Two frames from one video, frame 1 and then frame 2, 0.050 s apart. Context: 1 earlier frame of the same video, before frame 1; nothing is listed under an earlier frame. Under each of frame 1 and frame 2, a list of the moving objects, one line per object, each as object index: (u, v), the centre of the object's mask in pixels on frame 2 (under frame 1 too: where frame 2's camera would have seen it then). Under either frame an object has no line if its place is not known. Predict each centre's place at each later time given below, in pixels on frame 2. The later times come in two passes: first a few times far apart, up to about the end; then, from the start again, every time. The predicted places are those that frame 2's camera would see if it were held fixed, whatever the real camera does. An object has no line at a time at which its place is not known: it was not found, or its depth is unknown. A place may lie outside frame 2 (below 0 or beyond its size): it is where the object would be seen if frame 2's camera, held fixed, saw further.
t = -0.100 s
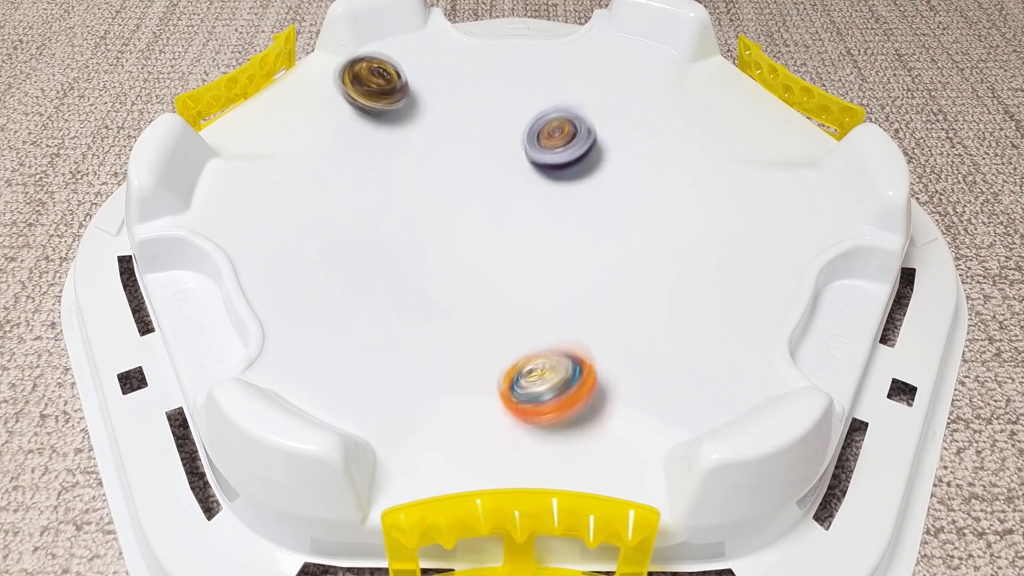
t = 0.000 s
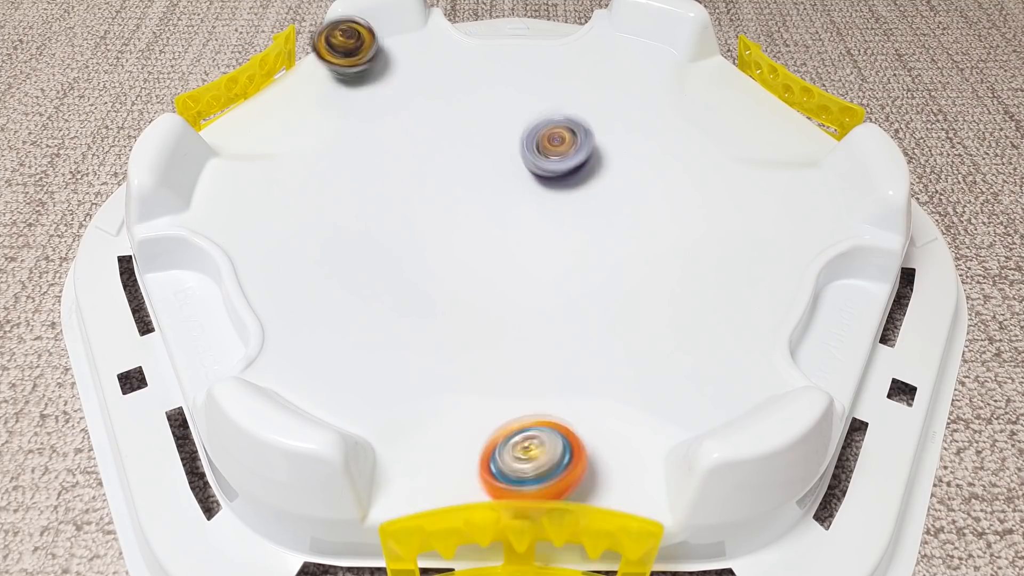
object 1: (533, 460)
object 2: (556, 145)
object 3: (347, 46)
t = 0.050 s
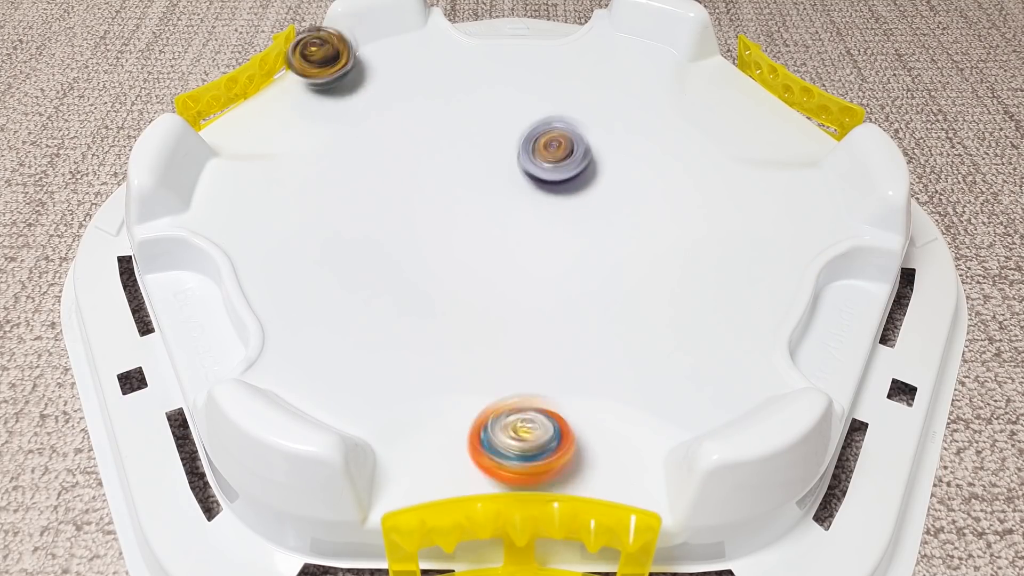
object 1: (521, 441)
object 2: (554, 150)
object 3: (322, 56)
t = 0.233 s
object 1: (500, 349)
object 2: (536, 172)
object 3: (278, 93)
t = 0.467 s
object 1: (505, 252)
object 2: (532, 196)
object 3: (264, 126)
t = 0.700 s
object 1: (511, 235)
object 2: (553, 187)
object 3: (279, 122)
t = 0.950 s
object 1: (470, 243)
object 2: (624, 169)
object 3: (281, 110)
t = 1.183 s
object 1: (483, 244)
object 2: (611, 173)
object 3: (295, 96)
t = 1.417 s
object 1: (503, 244)
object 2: (572, 203)
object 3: (326, 97)
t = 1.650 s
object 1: (479, 280)
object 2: (552, 211)
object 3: (357, 135)
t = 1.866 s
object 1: (504, 276)
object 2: (550, 228)
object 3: (419, 234)
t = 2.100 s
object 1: (594, 311)
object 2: (584, 214)
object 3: (478, 215)
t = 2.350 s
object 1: (561, 270)
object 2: (620, 193)
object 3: (476, 209)
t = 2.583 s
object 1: (523, 241)
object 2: (585, 197)
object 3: (473, 190)
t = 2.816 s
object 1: (485, 249)
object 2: (571, 199)
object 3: (501, 191)
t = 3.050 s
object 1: (473, 254)
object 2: (569, 201)
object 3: (492, 197)
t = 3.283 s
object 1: (477, 253)
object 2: (562, 223)
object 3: (479, 195)
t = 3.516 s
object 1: (491, 248)
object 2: (580, 234)
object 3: (504, 193)
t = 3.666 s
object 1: (489, 245)
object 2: (574, 234)
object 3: (511, 192)
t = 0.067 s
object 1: (519, 431)
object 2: (553, 153)
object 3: (316, 64)
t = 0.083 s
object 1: (516, 422)
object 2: (550, 154)
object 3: (309, 66)
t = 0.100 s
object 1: (513, 411)
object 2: (550, 157)
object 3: (303, 68)
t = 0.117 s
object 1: (511, 403)
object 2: (546, 158)
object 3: (297, 72)
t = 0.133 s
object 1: (509, 395)
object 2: (546, 161)
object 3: (293, 75)
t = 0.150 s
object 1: (506, 386)
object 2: (542, 163)
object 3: (288, 78)
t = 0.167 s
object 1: (505, 377)
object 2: (542, 164)
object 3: (285, 81)
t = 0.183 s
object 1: (503, 370)
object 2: (539, 167)
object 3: (283, 84)
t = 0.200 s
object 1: (500, 364)
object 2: (540, 168)
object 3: (280, 87)
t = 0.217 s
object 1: (501, 357)
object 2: (537, 172)
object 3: (279, 90)
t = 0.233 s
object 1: (500, 349)
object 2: (536, 172)
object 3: (278, 93)
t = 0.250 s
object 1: (498, 342)
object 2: (536, 176)
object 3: (277, 96)
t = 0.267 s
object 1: (499, 336)
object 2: (533, 177)
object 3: (276, 99)
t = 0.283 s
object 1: (498, 328)
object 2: (534, 181)
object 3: (276, 100)
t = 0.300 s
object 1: (498, 321)
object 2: (532, 181)
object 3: (275, 103)
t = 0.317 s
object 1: (500, 313)
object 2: (533, 185)
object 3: (275, 106)
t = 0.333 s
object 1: (500, 305)
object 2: (530, 186)
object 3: (273, 108)
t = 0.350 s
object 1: (500, 299)
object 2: (532, 190)
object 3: (272, 111)
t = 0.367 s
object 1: (501, 290)
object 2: (530, 192)
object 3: (271, 113)
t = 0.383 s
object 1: (502, 283)
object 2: (530, 194)
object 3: (270, 116)
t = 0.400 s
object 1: (504, 275)
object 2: (529, 197)
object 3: (269, 118)
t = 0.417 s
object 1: (505, 267)
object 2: (529, 199)
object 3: (267, 121)
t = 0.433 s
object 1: (507, 258)
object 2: (530, 201)
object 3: (266, 123)
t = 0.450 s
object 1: (506, 254)
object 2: (530, 200)
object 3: (265, 125)
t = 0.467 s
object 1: (505, 252)
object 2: (532, 196)
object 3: (264, 126)
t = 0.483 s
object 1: (505, 251)
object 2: (533, 191)
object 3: (263, 128)
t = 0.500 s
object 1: (506, 250)
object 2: (536, 187)
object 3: (263, 128)
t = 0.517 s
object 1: (505, 248)
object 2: (536, 184)
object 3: (263, 129)
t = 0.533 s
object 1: (506, 247)
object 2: (539, 181)
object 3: (263, 129)
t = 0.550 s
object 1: (506, 245)
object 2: (540, 179)
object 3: (263, 129)
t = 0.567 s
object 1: (506, 243)
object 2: (542, 178)
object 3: (265, 129)
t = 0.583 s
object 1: (508, 243)
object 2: (542, 177)
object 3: (266, 129)
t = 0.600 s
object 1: (507, 241)
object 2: (543, 178)
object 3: (267, 129)
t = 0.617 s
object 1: (507, 240)
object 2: (544, 179)
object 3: (269, 128)
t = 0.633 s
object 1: (509, 240)
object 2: (545, 180)
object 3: (271, 127)
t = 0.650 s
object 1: (509, 239)
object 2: (546, 181)
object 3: (273, 127)
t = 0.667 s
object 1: (509, 238)
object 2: (548, 183)
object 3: (275, 126)
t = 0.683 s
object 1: (511, 237)
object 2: (551, 185)
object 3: (277, 124)
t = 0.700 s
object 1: (511, 235)
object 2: (553, 187)
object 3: (279, 122)
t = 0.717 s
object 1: (511, 235)
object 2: (556, 187)
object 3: (280, 121)
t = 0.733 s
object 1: (509, 235)
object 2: (561, 187)
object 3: (282, 120)
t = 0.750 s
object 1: (501, 237)
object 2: (570, 184)
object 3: (283, 120)
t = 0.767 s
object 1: (495, 239)
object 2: (577, 180)
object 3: (284, 119)
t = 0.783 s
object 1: (487, 240)
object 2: (586, 177)
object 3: (285, 118)
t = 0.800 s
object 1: (483, 242)
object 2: (590, 175)
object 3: (285, 118)
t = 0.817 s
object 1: (477, 243)
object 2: (598, 172)
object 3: (285, 117)
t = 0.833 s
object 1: (474, 244)
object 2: (602, 171)
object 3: (285, 117)
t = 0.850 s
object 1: (470, 244)
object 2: (609, 170)
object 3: (285, 116)
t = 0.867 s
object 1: (469, 244)
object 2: (612, 170)
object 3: (284, 116)
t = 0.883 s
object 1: (468, 244)
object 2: (617, 169)
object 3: (284, 115)
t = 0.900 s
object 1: (467, 244)
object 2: (619, 170)
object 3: (283, 114)
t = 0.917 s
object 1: (468, 243)
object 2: (621, 169)
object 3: (282, 113)
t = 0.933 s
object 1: (469, 244)
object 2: (622, 169)
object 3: (281, 112)
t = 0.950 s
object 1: (470, 243)
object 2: (624, 169)
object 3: (281, 110)
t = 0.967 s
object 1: (470, 244)
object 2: (624, 168)
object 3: (281, 109)
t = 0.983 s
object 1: (472, 243)
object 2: (625, 168)
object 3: (281, 108)
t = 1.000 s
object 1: (472, 244)
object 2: (625, 166)
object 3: (281, 106)
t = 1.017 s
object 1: (474, 244)
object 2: (624, 169)
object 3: (282, 105)
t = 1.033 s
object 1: (473, 244)
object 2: (626, 168)
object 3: (282, 104)
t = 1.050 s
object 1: (476, 244)
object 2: (624, 169)
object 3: (283, 103)
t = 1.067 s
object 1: (476, 244)
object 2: (623, 169)
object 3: (284, 102)
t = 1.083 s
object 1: (477, 244)
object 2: (621, 170)
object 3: (285, 100)
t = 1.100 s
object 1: (477, 243)
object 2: (621, 171)
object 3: (286, 99)
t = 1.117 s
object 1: (479, 244)
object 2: (619, 170)
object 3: (288, 99)
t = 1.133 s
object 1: (480, 244)
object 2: (617, 171)
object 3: (290, 98)
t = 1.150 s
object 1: (481, 244)
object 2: (615, 171)
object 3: (291, 97)
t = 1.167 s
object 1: (481, 244)
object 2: (612, 173)
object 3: (293, 96)
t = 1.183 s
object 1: (483, 244)
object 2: (611, 173)
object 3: (295, 96)
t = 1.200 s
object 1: (484, 244)
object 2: (607, 175)
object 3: (297, 95)
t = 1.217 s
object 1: (484, 245)
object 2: (606, 175)
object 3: (299, 94)
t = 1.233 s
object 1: (486, 244)
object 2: (603, 178)
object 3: (301, 94)
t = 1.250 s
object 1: (486, 245)
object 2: (602, 179)
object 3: (304, 94)
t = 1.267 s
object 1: (488, 245)
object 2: (598, 181)
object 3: (306, 94)
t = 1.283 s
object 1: (488, 244)
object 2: (597, 183)
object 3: (308, 94)
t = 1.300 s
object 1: (491, 245)
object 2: (593, 184)
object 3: (311, 94)
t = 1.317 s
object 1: (492, 245)
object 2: (593, 188)
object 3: (313, 94)
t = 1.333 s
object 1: (494, 245)
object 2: (589, 189)
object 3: (315, 94)
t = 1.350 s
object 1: (495, 244)
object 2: (588, 192)
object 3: (317, 94)
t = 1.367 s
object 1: (498, 245)
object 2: (584, 193)
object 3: (320, 95)
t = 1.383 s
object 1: (499, 245)
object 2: (581, 198)
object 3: (322, 95)
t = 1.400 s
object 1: (501, 245)
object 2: (577, 198)
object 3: (324, 96)
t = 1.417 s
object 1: (503, 244)
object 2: (572, 203)
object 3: (326, 97)
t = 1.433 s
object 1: (505, 245)
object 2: (569, 205)
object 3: (328, 97)
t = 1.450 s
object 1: (505, 245)
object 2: (565, 208)
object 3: (330, 98)
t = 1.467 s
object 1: (496, 250)
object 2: (567, 207)
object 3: (332, 99)
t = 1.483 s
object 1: (493, 252)
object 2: (566, 204)
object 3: (334, 100)
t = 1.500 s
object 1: (486, 257)
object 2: (568, 205)
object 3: (335, 102)
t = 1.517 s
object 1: (484, 260)
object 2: (567, 204)
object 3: (337, 103)
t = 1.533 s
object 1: (478, 264)
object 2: (564, 204)
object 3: (339, 105)
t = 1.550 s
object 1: (478, 265)
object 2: (563, 203)
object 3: (340, 107)
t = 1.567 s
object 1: (475, 269)
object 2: (559, 203)
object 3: (343, 111)
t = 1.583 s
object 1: (475, 271)
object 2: (557, 205)
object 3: (345, 115)
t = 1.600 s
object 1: (474, 274)
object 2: (557, 206)
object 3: (348, 119)
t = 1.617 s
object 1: (476, 275)
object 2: (552, 207)
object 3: (350, 124)
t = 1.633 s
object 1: (477, 278)
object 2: (553, 209)
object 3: (354, 130)
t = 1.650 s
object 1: (479, 280)
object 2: (552, 211)
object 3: (357, 135)
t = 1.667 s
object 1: (480, 282)
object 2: (550, 212)
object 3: (360, 141)
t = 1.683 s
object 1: (484, 282)
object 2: (551, 215)
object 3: (363, 147)
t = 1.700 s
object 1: (486, 284)
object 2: (549, 215)
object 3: (366, 154)
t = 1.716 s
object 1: (489, 284)
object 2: (550, 216)
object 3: (368, 161)
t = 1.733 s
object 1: (491, 285)
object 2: (550, 219)
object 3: (370, 170)
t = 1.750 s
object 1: (493, 283)
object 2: (548, 220)
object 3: (374, 178)
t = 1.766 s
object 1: (495, 283)
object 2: (549, 221)
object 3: (378, 186)
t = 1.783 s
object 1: (497, 282)
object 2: (548, 222)
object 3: (382, 193)
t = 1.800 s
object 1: (498, 282)
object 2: (547, 224)
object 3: (388, 201)
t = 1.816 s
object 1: (499, 279)
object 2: (549, 225)
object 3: (393, 208)
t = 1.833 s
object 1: (501, 279)
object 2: (547, 226)
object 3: (400, 216)
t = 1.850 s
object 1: (502, 276)
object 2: (548, 227)
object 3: (408, 226)
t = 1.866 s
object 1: (504, 276)
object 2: (550, 228)
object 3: (419, 234)
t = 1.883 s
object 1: (504, 275)
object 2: (548, 228)
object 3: (431, 239)
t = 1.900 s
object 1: (515, 282)
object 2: (553, 227)
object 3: (434, 238)
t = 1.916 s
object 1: (525, 290)
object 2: (558, 225)
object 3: (435, 236)
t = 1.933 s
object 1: (536, 295)
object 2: (561, 223)
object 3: (435, 232)
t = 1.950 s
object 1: (547, 300)
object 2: (566, 222)
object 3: (438, 227)
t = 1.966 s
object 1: (554, 303)
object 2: (569, 221)
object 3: (442, 225)
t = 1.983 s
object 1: (562, 307)
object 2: (573, 219)
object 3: (445, 222)
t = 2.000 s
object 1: (570, 310)
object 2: (576, 218)
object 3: (449, 219)
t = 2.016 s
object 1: (575, 311)
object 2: (577, 218)
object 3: (454, 218)
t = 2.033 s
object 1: (580, 312)
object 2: (580, 217)
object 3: (457, 217)
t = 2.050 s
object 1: (587, 312)
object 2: (583, 215)
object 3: (462, 216)
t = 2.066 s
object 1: (591, 313)
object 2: (582, 215)
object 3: (468, 215)
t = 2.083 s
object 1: (592, 312)
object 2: (584, 214)
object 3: (472, 215)
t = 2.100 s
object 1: (594, 311)
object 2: (584, 214)
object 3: (478, 215)
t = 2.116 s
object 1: (595, 311)
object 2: (583, 215)
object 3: (484, 214)
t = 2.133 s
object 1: (594, 308)
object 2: (585, 214)
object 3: (490, 214)
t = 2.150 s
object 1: (595, 306)
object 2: (583, 213)
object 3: (496, 213)
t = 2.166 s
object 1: (595, 305)
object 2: (582, 215)
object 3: (502, 215)
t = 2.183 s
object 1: (593, 303)
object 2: (582, 214)
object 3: (506, 214)
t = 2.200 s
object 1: (591, 300)
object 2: (584, 211)
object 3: (507, 213)
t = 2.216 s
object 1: (589, 298)
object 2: (586, 207)
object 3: (507, 213)
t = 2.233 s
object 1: (585, 295)
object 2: (595, 204)
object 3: (500, 212)
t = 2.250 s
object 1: (583, 291)
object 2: (604, 203)
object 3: (494, 211)
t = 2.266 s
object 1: (582, 289)
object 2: (610, 202)
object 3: (489, 212)
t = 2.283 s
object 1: (577, 286)
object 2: (613, 201)
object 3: (486, 210)
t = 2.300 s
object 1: (573, 282)
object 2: (618, 198)
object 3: (482, 210)
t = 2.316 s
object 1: (570, 278)
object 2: (622, 195)
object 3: (479, 209)
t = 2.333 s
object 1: (565, 275)
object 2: (621, 193)
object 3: (477, 209)
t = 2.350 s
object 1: (561, 270)
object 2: (620, 193)
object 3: (476, 209)
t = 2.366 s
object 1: (559, 266)
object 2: (619, 193)
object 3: (477, 209)
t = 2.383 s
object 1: (554, 262)
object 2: (617, 192)
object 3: (477, 209)
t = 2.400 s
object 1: (549, 256)
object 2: (613, 195)
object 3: (479, 209)
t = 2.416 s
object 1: (546, 251)
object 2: (611, 198)
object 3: (480, 209)
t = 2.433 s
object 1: (542, 247)
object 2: (608, 199)
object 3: (479, 209)
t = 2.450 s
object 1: (542, 244)
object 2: (605, 201)
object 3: (478, 207)
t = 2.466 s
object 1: (544, 244)
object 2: (603, 202)
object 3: (475, 204)
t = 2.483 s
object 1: (540, 245)
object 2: (601, 200)
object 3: (472, 202)
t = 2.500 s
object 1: (536, 244)
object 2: (600, 198)
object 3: (471, 199)
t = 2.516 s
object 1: (533, 244)
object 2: (597, 196)
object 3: (471, 197)
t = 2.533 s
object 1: (529, 244)
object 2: (595, 196)
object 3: (470, 195)
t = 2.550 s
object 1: (525, 243)
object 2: (592, 196)
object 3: (471, 194)
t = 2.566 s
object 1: (523, 241)
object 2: (589, 196)
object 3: (472, 192)
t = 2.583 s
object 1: (523, 241)
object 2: (585, 197)
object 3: (473, 190)
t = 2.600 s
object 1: (521, 240)
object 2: (582, 201)
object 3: (473, 188)
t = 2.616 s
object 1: (517, 240)
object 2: (580, 203)
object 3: (474, 187)
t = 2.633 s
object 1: (515, 239)
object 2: (579, 202)
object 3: (476, 187)
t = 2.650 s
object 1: (512, 239)
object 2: (575, 201)
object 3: (478, 186)
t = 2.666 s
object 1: (508, 238)
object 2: (572, 202)
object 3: (479, 185)
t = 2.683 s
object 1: (506, 238)
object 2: (570, 202)
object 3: (482, 184)
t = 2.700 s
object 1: (503, 240)
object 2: (569, 200)
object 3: (485, 185)
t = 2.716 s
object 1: (498, 242)
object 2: (570, 199)
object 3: (490, 186)
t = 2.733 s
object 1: (494, 243)
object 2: (569, 199)
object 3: (493, 186)
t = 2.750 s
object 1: (491, 244)
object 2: (571, 197)
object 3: (494, 187)
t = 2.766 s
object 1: (489, 246)
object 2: (572, 196)
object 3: (496, 189)
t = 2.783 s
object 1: (486, 247)
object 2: (573, 196)
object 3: (498, 189)
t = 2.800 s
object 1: (484, 248)
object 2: (572, 197)
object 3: (499, 190)
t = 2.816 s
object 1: (485, 249)
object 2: (571, 199)
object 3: (501, 191)
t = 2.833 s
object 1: (485, 250)
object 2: (570, 197)
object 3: (502, 192)
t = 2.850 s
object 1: (484, 252)
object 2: (572, 199)
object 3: (501, 194)
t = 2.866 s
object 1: (483, 251)
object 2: (572, 198)
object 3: (499, 195)
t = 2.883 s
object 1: (484, 252)
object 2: (572, 199)
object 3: (497, 195)
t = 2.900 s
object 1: (484, 252)
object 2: (571, 198)
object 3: (495, 196)
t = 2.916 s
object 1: (483, 251)
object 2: (572, 198)
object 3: (493, 197)
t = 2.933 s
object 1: (482, 250)
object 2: (574, 196)
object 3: (493, 198)
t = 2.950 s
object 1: (483, 249)
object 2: (574, 196)
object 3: (491, 199)
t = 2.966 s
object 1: (484, 250)
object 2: (573, 197)
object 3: (489, 200)
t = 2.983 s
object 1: (481, 251)
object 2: (571, 197)
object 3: (491, 199)
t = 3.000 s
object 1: (477, 252)
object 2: (570, 198)
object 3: (491, 197)
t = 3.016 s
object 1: (476, 253)
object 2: (570, 200)
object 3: (491, 197)
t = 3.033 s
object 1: (475, 254)
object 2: (570, 201)
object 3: (491, 196)
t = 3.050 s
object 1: (473, 254)
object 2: (569, 201)
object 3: (492, 197)
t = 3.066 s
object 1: (472, 254)
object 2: (568, 201)
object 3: (492, 197)
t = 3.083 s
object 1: (471, 254)
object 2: (567, 203)
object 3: (492, 197)
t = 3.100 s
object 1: (471, 254)
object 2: (566, 205)
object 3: (492, 196)
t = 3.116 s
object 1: (472, 254)
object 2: (565, 205)
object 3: (492, 197)
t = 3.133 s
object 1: (472, 254)
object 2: (562, 205)
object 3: (492, 199)
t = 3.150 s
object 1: (471, 253)
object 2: (559, 205)
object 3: (490, 200)
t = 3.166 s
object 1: (471, 252)
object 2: (558, 207)
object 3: (489, 199)
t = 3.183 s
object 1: (472, 252)
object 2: (557, 210)
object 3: (487, 197)
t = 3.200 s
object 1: (474, 252)
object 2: (560, 213)
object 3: (483, 195)
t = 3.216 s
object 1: (475, 253)
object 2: (561, 215)
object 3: (479, 195)
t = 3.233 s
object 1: (475, 253)
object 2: (562, 218)
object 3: (477, 194)
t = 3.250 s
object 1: (475, 253)
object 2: (563, 220)
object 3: (478, 193)
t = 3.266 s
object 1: (476, 253)
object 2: (562, 222)
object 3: (479, 194)
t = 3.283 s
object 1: (477, 253)
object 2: (562, 223)
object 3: (479, 195)
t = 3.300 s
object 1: (479, 253)
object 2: (562, 225)
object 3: (481, 194)
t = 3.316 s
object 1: (480, 253)
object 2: (563, 227)
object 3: (483, 194)
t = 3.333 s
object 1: (482, 252)
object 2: (564, 228)
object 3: (485, 194)
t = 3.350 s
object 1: (486, 251)
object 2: (563, 230)
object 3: (486, 193)
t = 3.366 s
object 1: (489, 250)
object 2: (564, 232)
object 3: (487, 193)
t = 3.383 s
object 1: (493, 250)
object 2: (566, 233)
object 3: (489, 193)
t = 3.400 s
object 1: (492, 251)
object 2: (568, 233)
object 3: (491, 193)
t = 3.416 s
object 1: (492, 251)
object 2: (570, 234)
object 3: (494, 192)
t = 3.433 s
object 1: (491, 251)
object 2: (573, 234)
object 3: (497, 192)
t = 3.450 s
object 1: (491, 250)
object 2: (576, 234)
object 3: (499, 191)
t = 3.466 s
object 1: (491, 249)
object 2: (578, 234)
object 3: (500, 190)
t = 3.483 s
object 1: (492, 248)
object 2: (579, 234)
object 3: (502, 191)
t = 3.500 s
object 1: (491, 248)
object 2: (579, 234)
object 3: (503, 191)
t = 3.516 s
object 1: (491, 248)
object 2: (580, 234)
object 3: (504, 193)
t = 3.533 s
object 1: (491, 247)
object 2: (581, 233)
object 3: (506, 192)
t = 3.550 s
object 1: (491, 247)
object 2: (580, 234)
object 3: (507, 193)
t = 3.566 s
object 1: (492, 247)
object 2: (579, 234)
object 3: (507, 193)
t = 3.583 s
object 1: (493, 247)
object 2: (578, 233)
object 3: (507, 193)
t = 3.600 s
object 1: (493, 247)
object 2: (577, 233)
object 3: (508, 193)
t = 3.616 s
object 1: (492, 247)
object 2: (576, 234)
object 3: (509, 193)
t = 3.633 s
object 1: (491, 246)
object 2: (575, 234)
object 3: (509, 194)
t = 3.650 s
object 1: (490, 245)
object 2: (575, 234)
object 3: (510, 193)
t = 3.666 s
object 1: (489, 245)
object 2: (574, 234)
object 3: (511, 192)
